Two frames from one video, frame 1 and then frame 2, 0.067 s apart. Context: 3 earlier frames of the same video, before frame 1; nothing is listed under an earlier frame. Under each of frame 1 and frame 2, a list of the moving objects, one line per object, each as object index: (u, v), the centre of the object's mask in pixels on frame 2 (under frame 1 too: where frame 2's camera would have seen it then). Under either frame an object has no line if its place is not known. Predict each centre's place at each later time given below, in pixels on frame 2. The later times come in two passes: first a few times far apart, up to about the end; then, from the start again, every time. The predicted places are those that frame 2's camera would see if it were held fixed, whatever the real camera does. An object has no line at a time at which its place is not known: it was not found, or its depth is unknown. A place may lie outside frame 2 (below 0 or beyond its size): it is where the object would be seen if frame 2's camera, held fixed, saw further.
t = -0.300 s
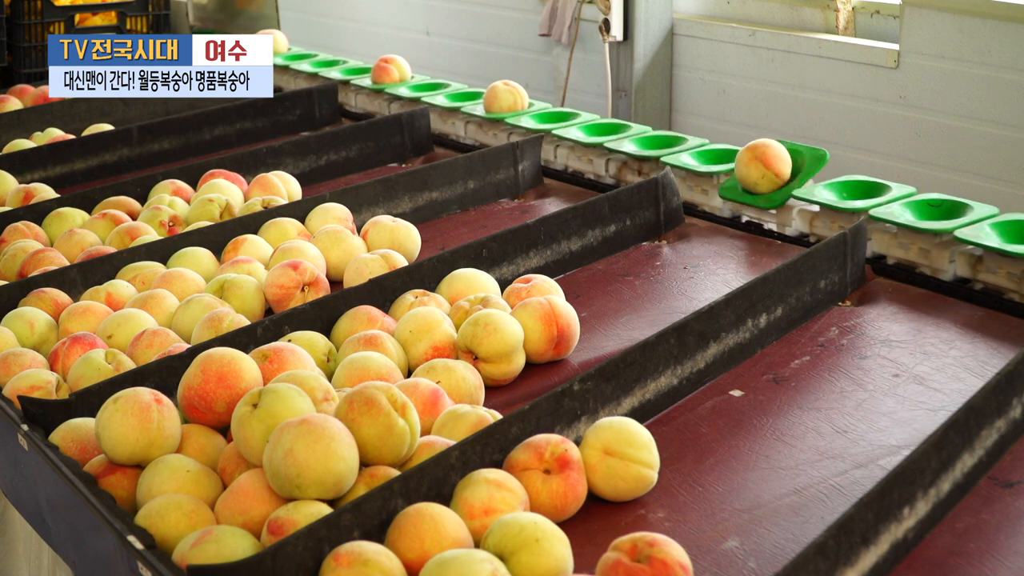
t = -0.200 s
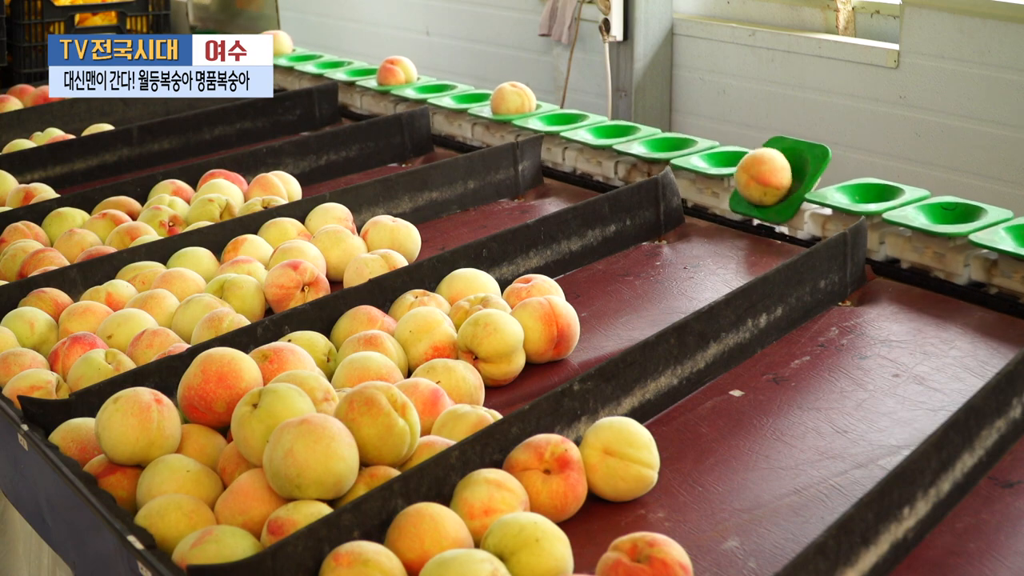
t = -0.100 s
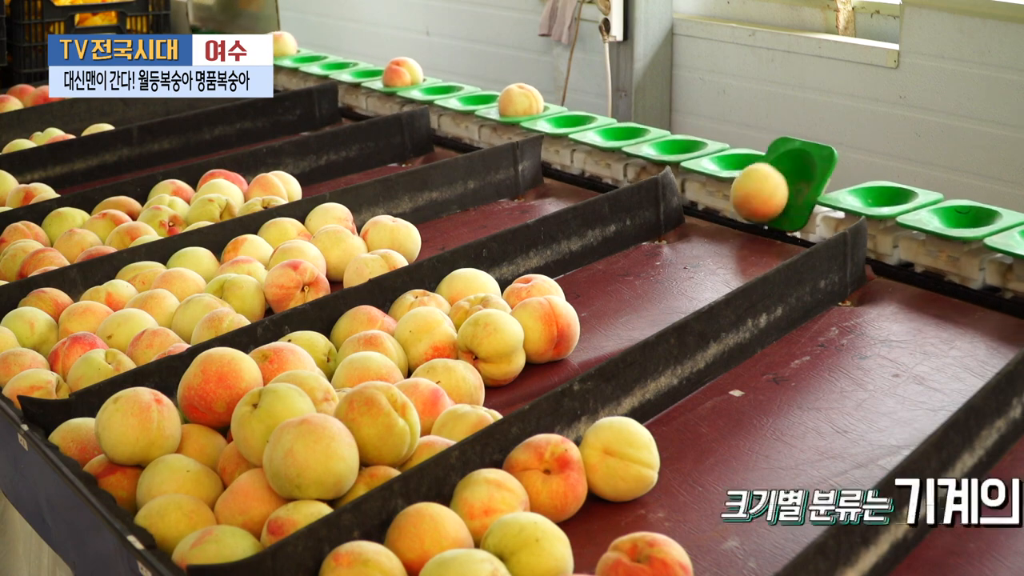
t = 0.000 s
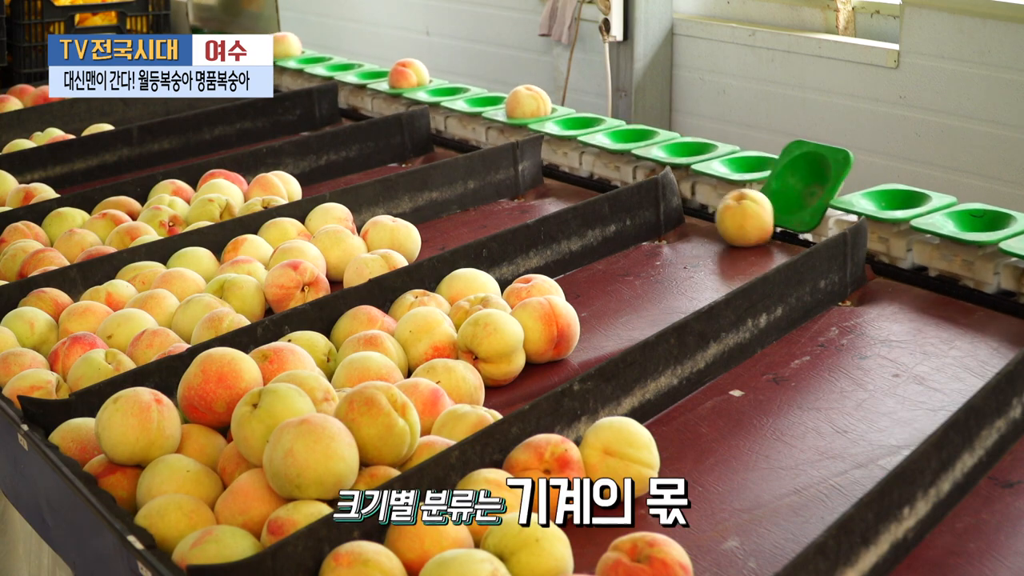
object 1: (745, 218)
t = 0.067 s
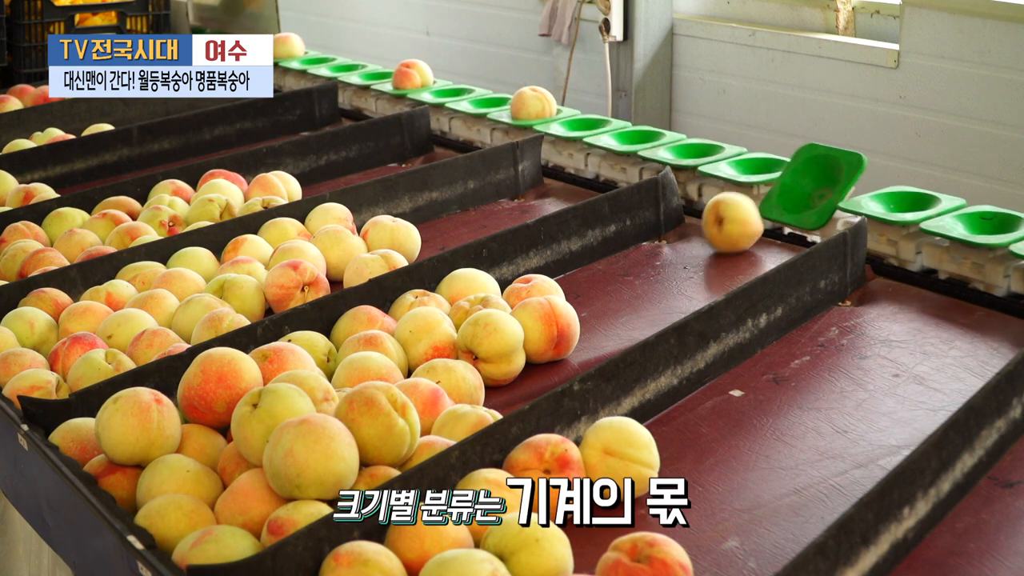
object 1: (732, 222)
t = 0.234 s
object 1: (693, 243)
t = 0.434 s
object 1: (638, 265)
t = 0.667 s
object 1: (583, 283)
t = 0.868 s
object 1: (585, 284)
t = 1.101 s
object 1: (589, 287)
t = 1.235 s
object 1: (589, 287)
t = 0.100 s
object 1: (724, 226)
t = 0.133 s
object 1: (717, 227)
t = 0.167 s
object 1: (710, 231)
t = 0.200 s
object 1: (701, 235)
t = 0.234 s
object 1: (693, 243)
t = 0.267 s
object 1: (684, 244)
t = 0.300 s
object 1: (676, 246)
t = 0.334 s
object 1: (667, 252)
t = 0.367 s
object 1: (657, 254)
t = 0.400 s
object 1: (648, 258)
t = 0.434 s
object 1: (638, 265)
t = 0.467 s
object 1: (628, 270)
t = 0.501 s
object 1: (616, 273)
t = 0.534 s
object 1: (605, 277)
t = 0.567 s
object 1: (593, 280)
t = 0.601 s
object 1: (584, 281)
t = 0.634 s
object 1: (583, 281)
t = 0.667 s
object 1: (583, 283)
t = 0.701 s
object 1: (583, 283)
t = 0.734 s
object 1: (584, 283)
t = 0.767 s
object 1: (584, 283)
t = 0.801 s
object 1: (585, 284)
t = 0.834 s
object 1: (585, 284)
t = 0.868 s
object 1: (585, 284)
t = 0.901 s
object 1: (586, 285)
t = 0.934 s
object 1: (586, 285)
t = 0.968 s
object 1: (587, 286)
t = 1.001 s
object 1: (588, 286)
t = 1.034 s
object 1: (588, 287)
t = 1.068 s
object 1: (588, 287)
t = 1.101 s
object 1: (589, 287)
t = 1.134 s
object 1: (589, 287)
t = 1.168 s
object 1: (589, 287)
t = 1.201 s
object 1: (589, 287)
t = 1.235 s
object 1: (589, 287)
